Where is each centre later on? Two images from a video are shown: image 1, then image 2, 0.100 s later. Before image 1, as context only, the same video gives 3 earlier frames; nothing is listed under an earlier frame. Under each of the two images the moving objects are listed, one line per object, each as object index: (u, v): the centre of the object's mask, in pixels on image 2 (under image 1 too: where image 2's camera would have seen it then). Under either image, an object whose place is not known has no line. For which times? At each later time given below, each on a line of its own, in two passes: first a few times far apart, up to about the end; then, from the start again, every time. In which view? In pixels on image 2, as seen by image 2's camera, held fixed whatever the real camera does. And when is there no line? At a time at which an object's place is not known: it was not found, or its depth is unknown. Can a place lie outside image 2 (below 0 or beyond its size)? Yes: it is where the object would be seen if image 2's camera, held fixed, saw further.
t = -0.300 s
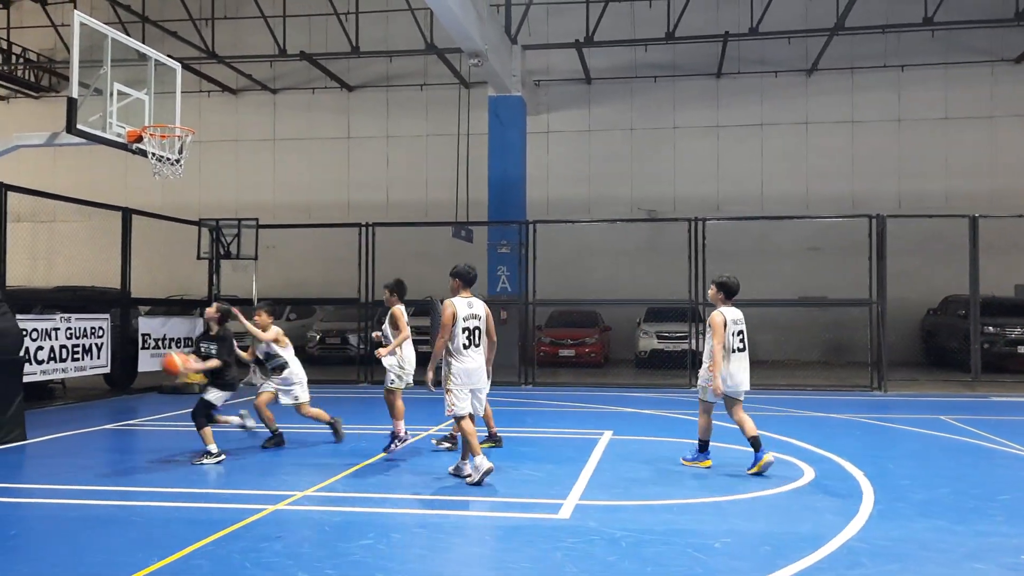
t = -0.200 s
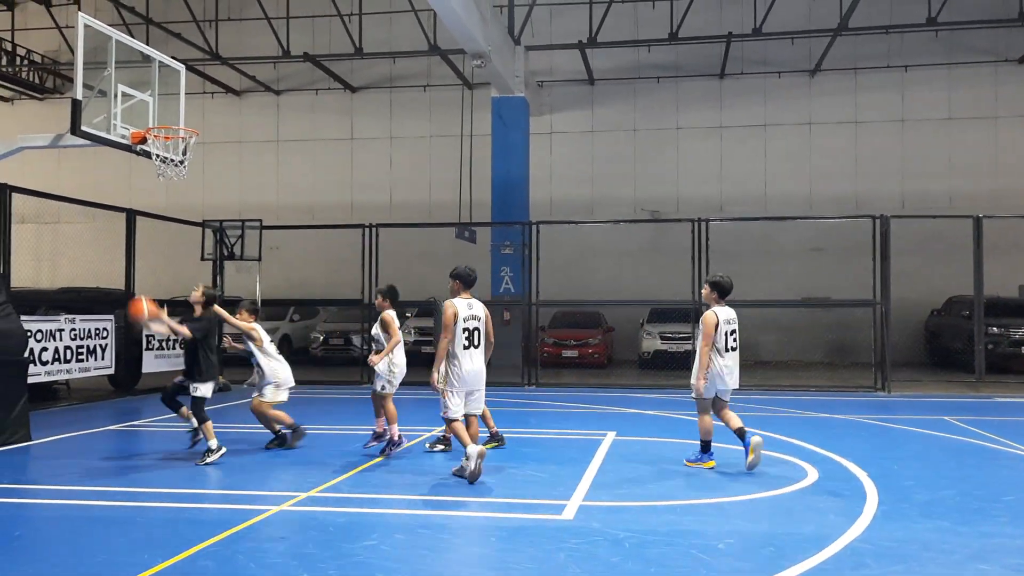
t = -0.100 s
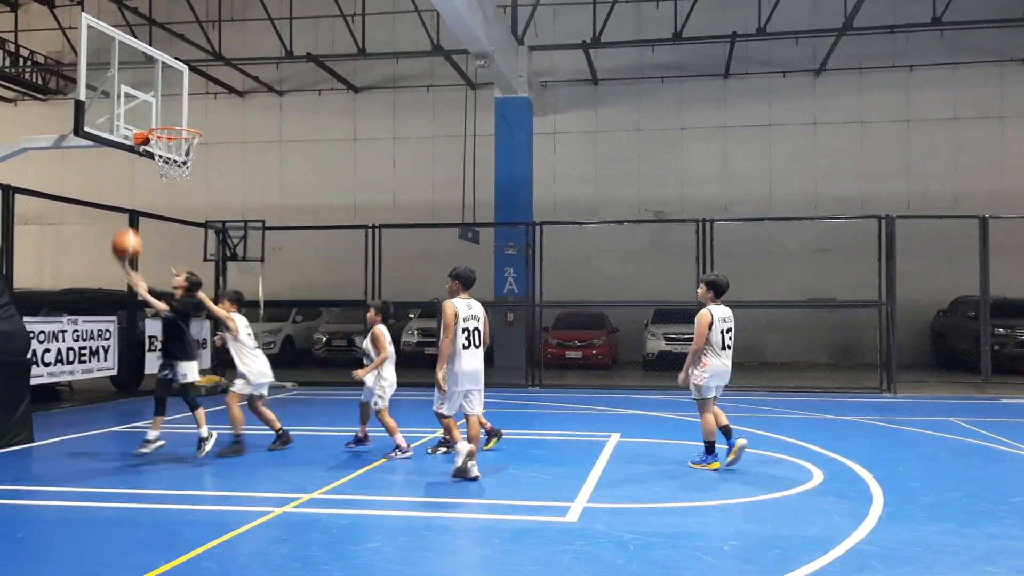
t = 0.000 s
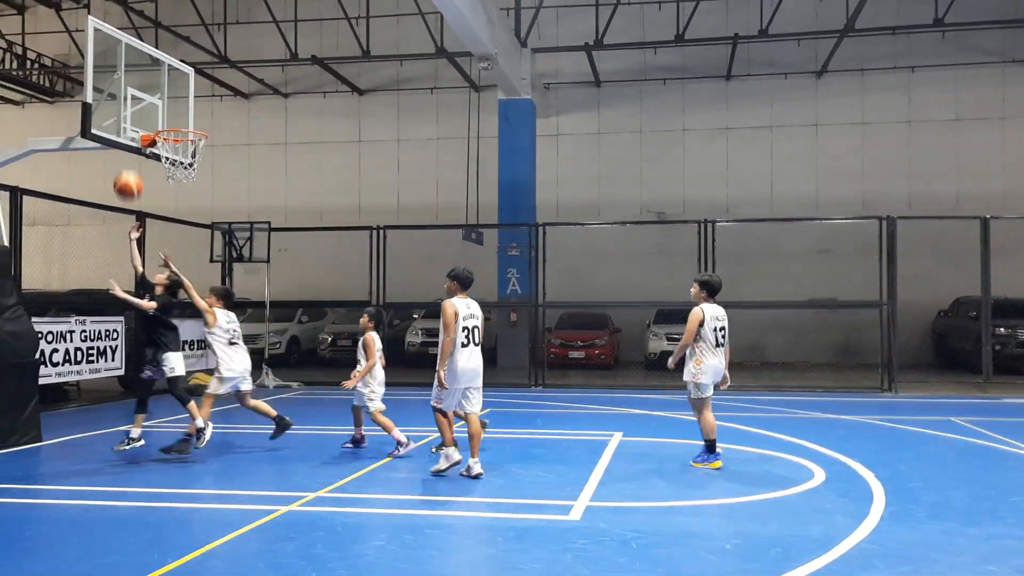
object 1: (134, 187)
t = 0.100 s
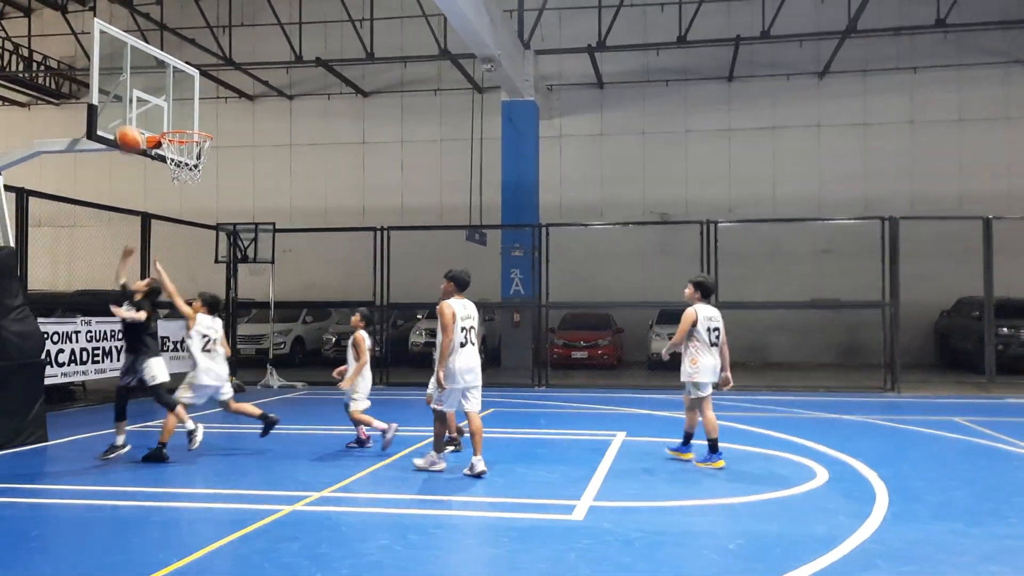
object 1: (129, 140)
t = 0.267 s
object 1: (133, 91)
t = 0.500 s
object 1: (162, 83)
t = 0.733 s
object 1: (192, 130)
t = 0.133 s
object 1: (126, 126)
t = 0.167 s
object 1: (125, 115)
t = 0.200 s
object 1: (123, 105)
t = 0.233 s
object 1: (128, 97)
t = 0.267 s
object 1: (133, 91)
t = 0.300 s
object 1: (137, 86)
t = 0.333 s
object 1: (141, 83)
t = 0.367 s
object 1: (146, 80)
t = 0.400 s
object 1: (150, 80)
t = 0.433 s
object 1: (154, 79)
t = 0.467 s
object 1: (158, 80)
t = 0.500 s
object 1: (162, 83)
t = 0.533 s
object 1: (167, 86)
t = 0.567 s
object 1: (172, 90)
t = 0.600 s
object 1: (176, 96)
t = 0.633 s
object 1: (180, 103)
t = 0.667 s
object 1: (184, 111)
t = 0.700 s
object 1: (188, 119)
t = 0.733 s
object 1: (192, 130)
